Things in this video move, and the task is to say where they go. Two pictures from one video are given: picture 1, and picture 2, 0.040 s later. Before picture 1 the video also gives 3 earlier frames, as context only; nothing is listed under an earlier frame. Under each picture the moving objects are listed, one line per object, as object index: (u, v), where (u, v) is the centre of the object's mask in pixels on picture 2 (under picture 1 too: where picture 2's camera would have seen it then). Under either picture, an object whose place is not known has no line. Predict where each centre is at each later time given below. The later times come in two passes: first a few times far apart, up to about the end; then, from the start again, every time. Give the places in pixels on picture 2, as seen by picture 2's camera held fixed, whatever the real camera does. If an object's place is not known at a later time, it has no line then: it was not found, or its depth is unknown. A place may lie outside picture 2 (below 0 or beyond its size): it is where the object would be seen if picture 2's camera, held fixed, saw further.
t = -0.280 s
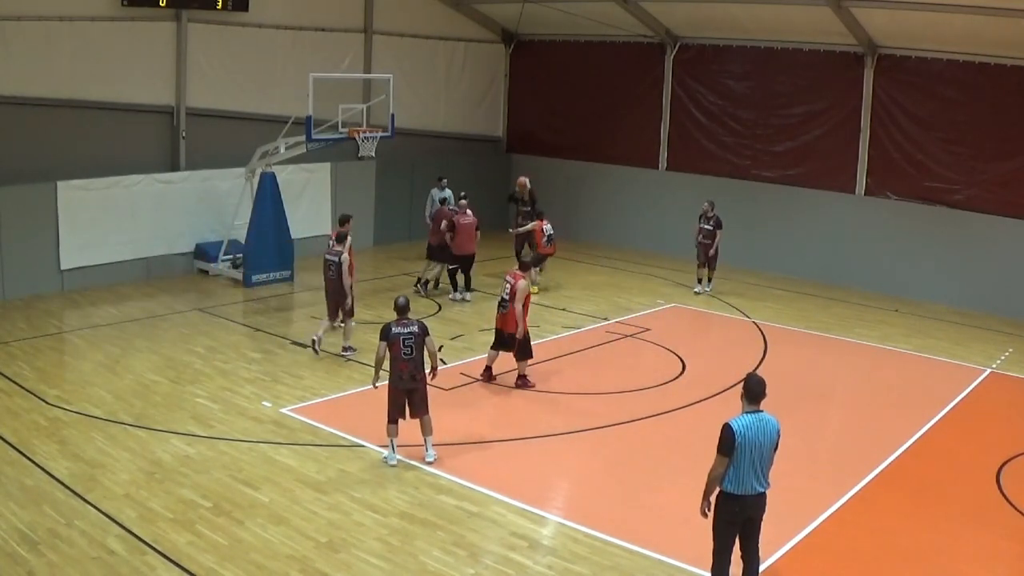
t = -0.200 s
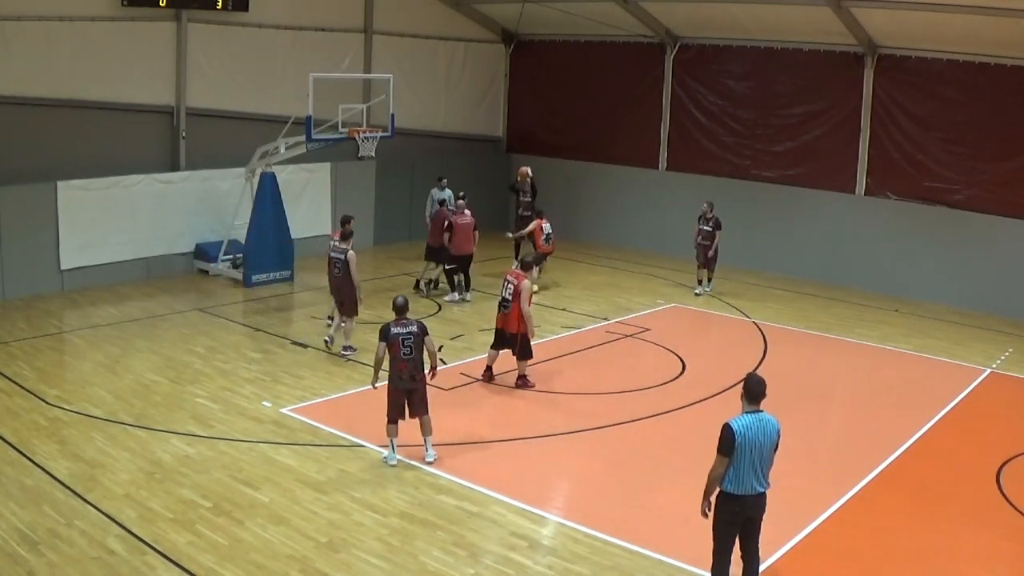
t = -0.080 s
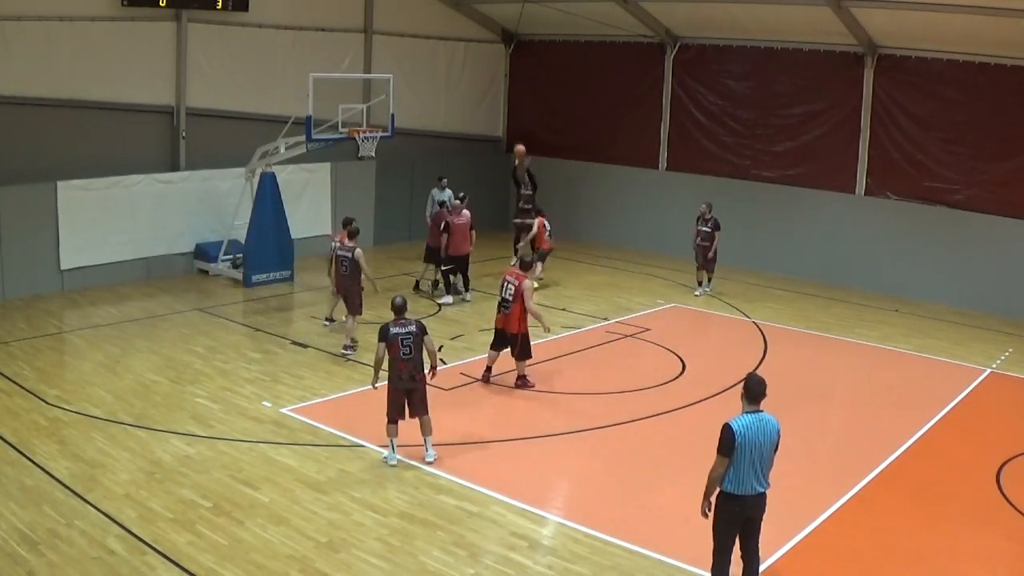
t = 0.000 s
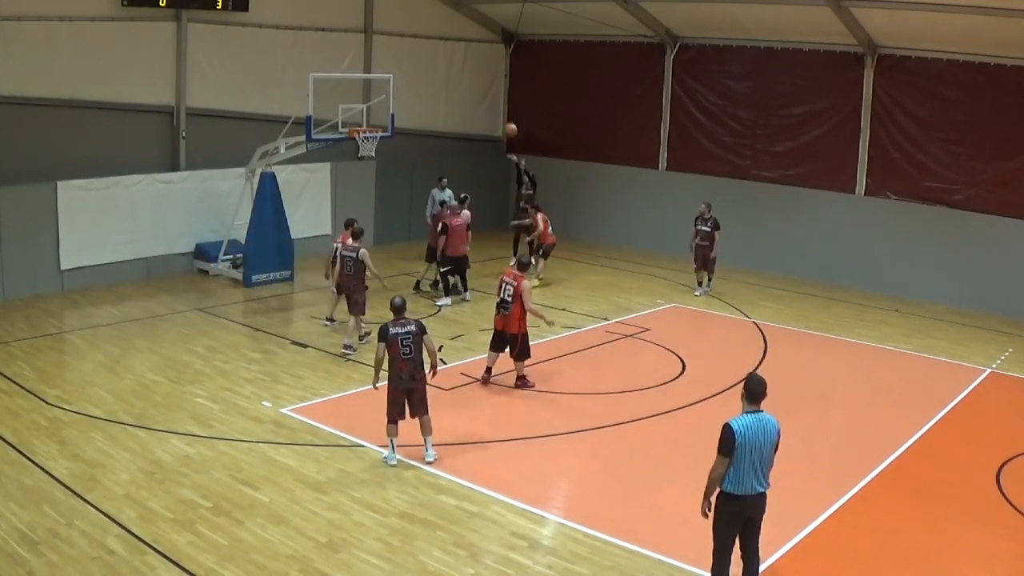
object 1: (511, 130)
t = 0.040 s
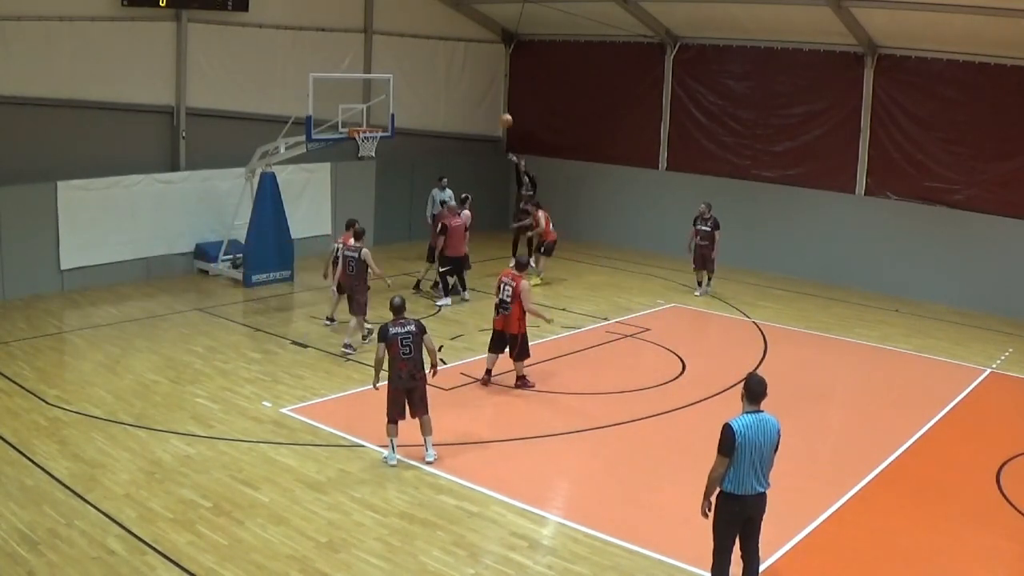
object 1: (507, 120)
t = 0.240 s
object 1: (481, 81)
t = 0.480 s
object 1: (447, 62)
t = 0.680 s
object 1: (416, 68)
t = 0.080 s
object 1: (502, 109)
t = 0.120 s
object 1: (496, 101)
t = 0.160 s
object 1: (492, 94)
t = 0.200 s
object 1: (486, 87)
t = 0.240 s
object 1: (481, 81)
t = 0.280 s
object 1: (476, 76)
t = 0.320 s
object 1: (471, 71)
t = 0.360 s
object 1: (465, 68)
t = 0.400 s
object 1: (459, 65)
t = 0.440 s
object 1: (454, 63)
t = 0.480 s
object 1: (447, 62)
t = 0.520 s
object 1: (441, 61)
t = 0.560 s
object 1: (435, 62)
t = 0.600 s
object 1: (429, 63)
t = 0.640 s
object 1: (422, 65)
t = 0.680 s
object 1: (416, 68)
